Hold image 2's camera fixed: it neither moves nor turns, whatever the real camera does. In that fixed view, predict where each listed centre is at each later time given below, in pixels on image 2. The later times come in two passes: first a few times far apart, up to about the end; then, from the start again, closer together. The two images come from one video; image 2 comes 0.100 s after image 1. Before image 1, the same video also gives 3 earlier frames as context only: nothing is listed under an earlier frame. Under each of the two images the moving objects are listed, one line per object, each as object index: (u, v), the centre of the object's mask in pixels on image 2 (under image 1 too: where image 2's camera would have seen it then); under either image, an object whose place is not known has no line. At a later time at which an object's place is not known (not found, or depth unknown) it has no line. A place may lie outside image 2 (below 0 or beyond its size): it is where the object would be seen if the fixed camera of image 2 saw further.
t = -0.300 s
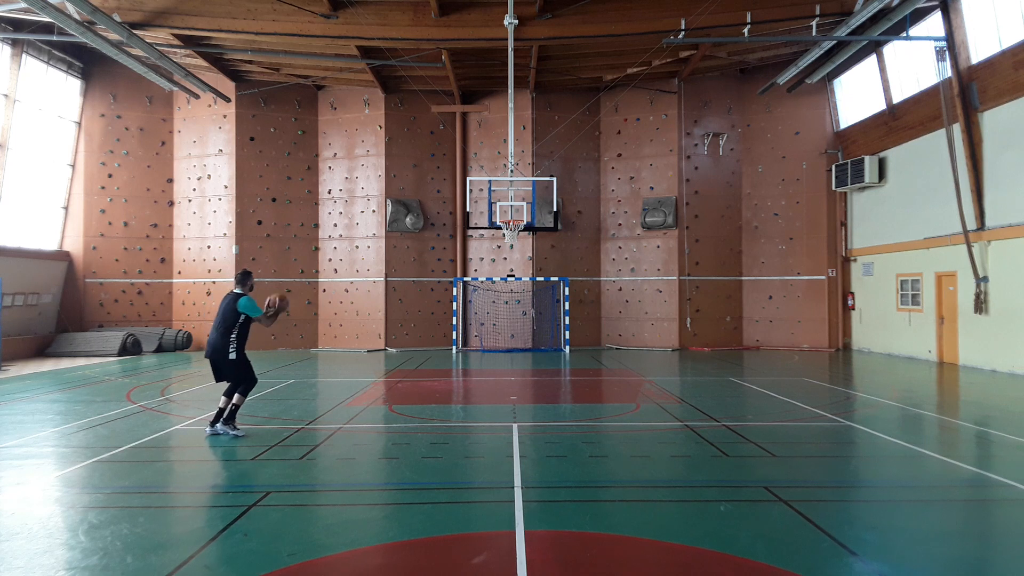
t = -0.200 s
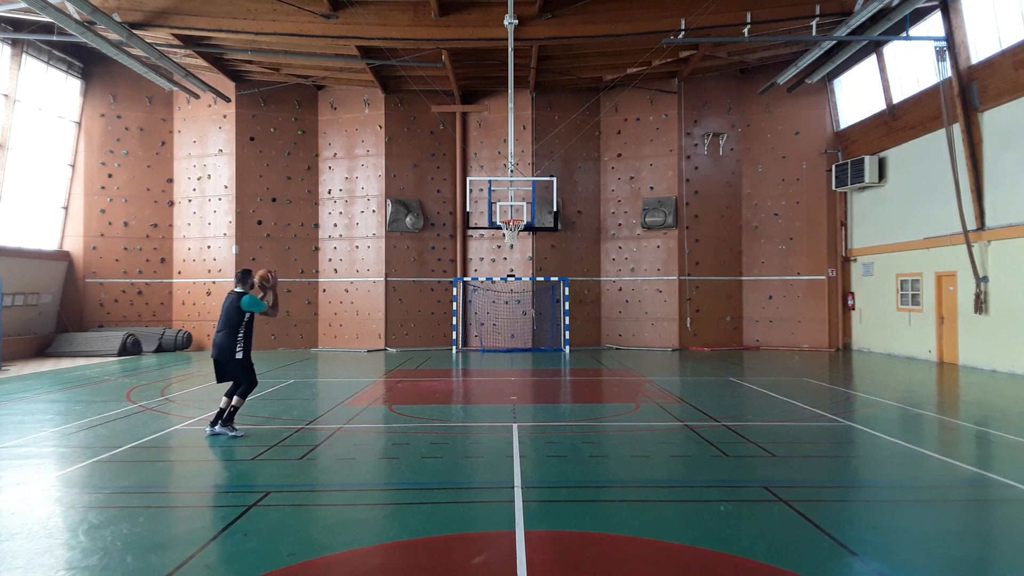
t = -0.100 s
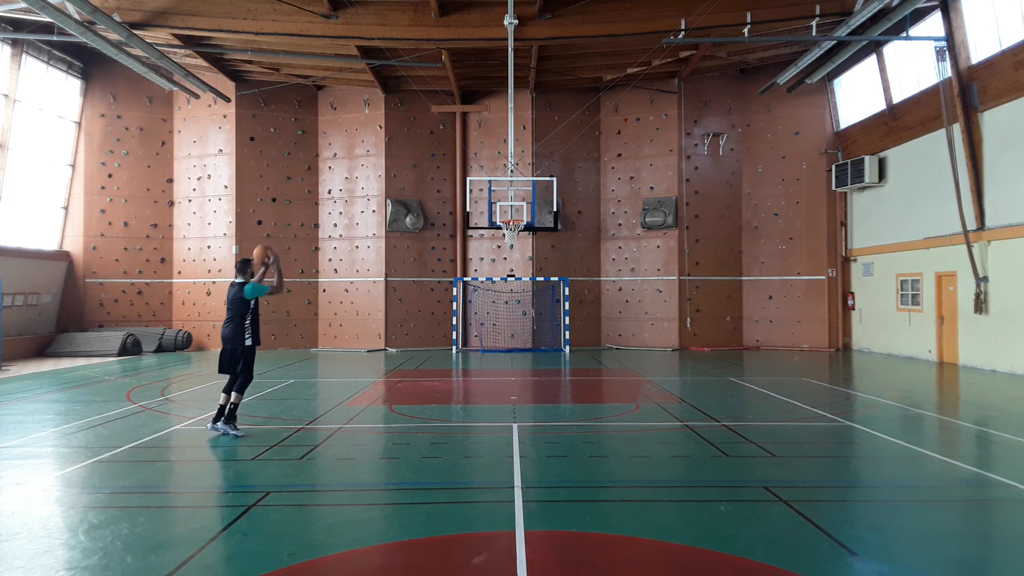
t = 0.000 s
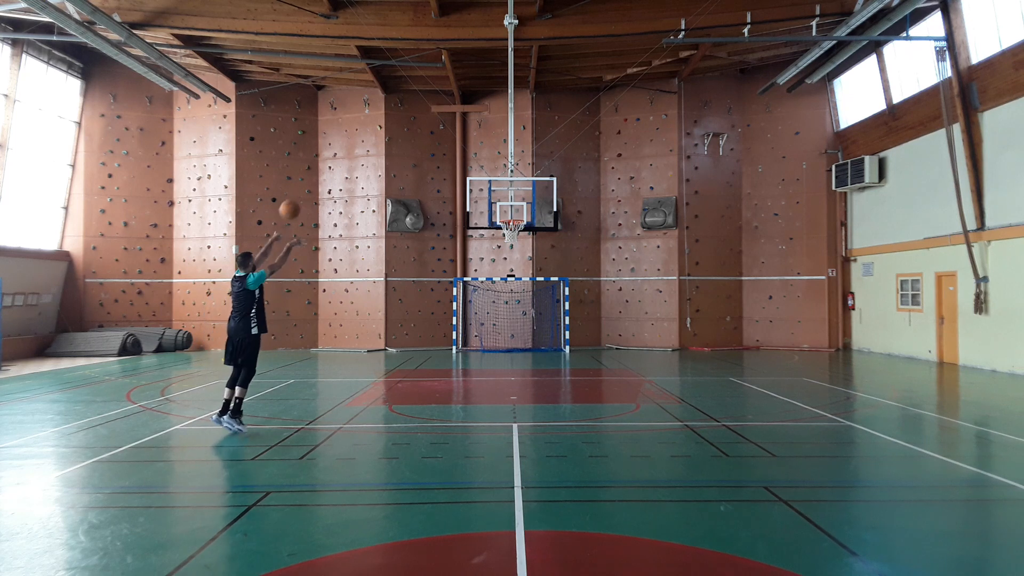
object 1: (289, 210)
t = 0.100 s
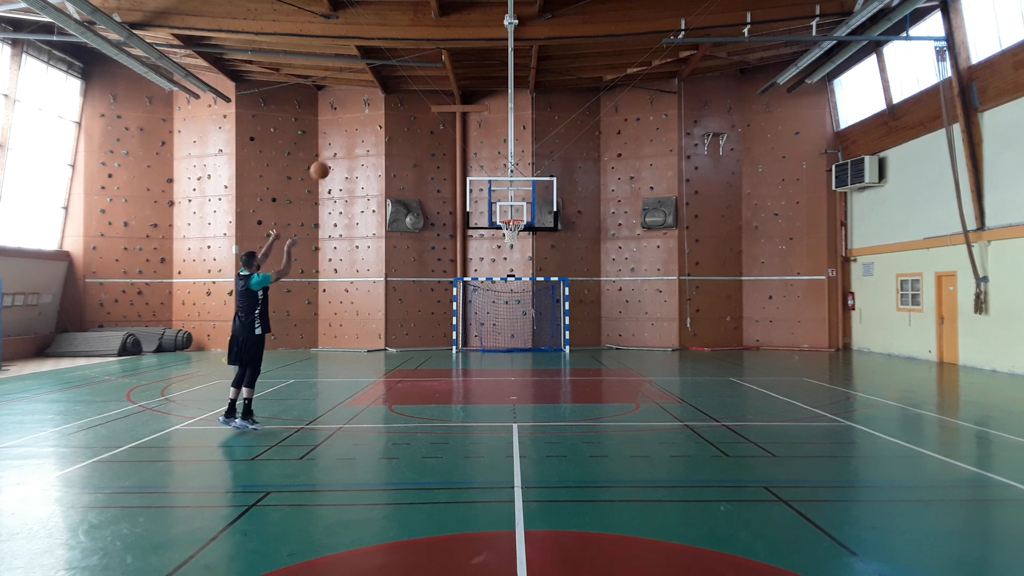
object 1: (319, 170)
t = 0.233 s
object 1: (355, 134)
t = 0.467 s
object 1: (405, 107)
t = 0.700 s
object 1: (448, 116)
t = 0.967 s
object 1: (488, 159)
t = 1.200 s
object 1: (518, 217)
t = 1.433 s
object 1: (518, 225)
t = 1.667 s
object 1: (515, 228)
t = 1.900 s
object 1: (508, 249)
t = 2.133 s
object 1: (500, 286)
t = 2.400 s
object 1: (494, 362)
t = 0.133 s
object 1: (329, 159)
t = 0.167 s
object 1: (338, 150)
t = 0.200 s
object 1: (347, 142)
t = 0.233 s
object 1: (355, 134)
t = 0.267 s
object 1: (363, 128)
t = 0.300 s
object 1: (371, 123)
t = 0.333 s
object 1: (378, 118)
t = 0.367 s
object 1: (384, 115)
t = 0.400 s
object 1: (391, 111)
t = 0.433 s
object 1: (398, 109)
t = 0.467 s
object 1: (405, 107)
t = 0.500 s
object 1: (412, 107)
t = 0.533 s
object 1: (418, 106)
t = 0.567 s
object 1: (425, 107)
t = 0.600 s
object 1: (432, 109)
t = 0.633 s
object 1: (438, 111)
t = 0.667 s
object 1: (442, 113)
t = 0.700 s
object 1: (448, 116)
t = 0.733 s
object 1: (454, 119)
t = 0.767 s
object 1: (459, 124)
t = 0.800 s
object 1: (465, 129)
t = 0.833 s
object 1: (469, 134)
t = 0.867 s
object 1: (475, 139)
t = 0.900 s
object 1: (479, 145)
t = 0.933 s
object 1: (484, 152)
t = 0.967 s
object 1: (488, 159)
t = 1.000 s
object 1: (493, 166)
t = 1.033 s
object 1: (497, 174)
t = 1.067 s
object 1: (502, 182)
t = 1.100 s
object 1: (506, 190)
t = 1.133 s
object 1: (510, 199)
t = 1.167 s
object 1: (514, 209)
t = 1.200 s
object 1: (518, 217)
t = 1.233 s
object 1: (512, 218)
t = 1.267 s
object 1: (508, 222)
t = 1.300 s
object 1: (508, 224)
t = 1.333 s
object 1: (513, 228)
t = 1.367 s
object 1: (517, 226)
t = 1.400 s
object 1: (517, 224)
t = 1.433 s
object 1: (518, 225)
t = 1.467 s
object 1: (517, 226)
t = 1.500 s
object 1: (517, 228)
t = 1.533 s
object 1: (517, 229)
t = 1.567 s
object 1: (516, 229)
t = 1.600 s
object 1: (516, 229)
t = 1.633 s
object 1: (516, 229)
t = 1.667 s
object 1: (515, 228)
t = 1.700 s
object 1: (513, 228)
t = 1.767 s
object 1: (511, 242)
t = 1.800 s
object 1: (510, 243)
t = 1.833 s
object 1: (510, 244)
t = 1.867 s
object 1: (509, 246)
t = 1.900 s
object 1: (508, 249)
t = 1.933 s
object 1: (506, 253)
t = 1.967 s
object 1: (505, 257)
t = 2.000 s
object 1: (504, 262)
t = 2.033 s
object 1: (503, 267)
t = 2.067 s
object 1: (502, 273)
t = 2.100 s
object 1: (501, 280)
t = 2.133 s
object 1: (500, 286)
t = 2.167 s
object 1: (500, 294)
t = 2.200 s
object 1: (499, 302)
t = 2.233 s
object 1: (498, 311)
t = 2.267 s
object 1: (497, 320)
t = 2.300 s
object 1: (496, 330)
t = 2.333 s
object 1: (495, 340)
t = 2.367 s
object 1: (495, 351)
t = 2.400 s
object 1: (494, 362)
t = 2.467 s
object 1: (492, 358)
